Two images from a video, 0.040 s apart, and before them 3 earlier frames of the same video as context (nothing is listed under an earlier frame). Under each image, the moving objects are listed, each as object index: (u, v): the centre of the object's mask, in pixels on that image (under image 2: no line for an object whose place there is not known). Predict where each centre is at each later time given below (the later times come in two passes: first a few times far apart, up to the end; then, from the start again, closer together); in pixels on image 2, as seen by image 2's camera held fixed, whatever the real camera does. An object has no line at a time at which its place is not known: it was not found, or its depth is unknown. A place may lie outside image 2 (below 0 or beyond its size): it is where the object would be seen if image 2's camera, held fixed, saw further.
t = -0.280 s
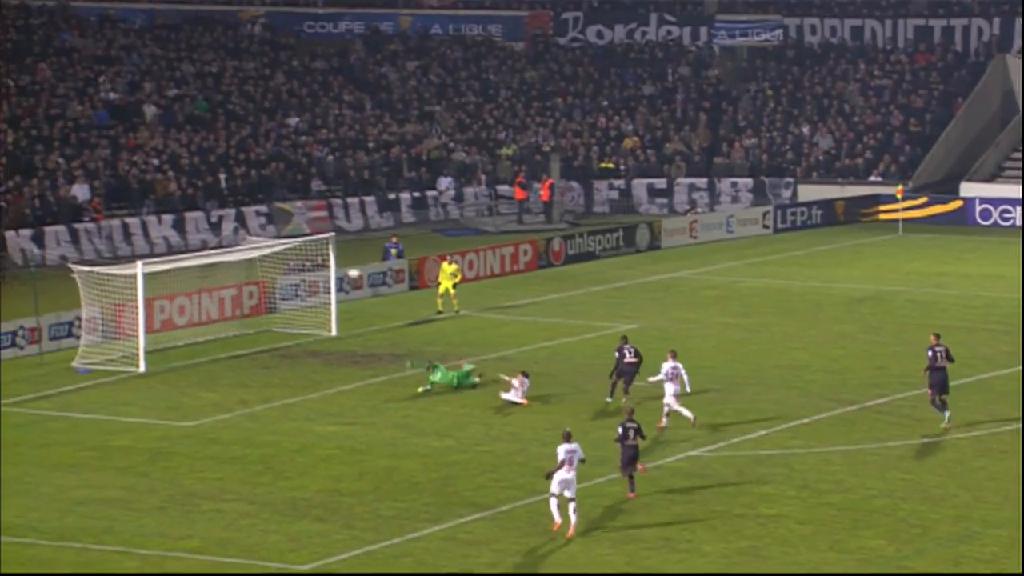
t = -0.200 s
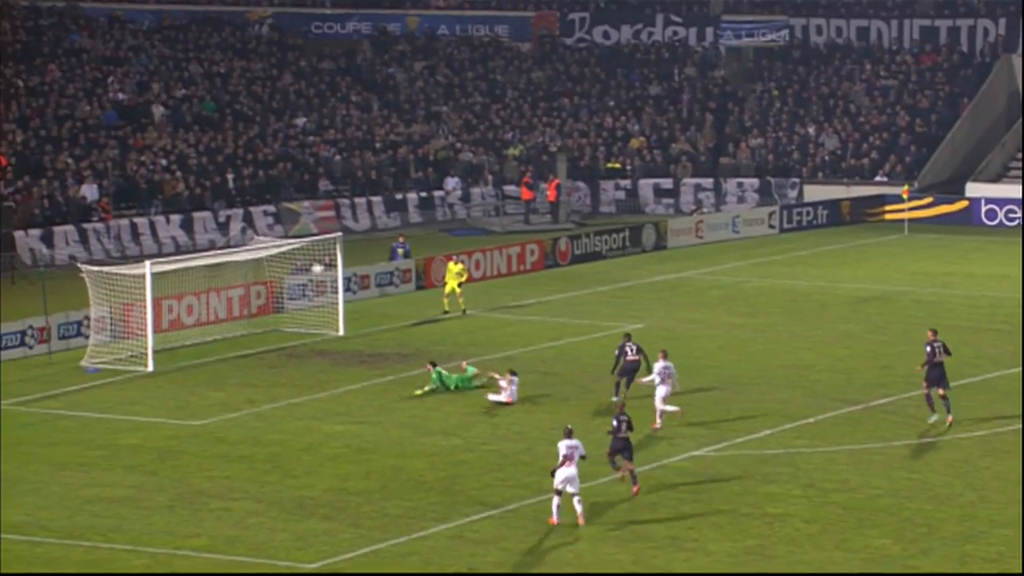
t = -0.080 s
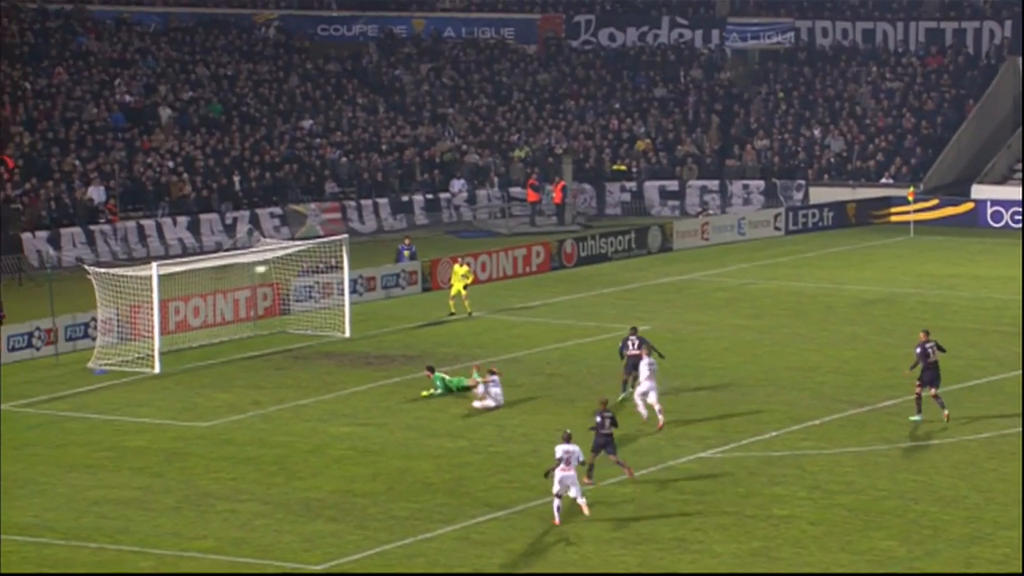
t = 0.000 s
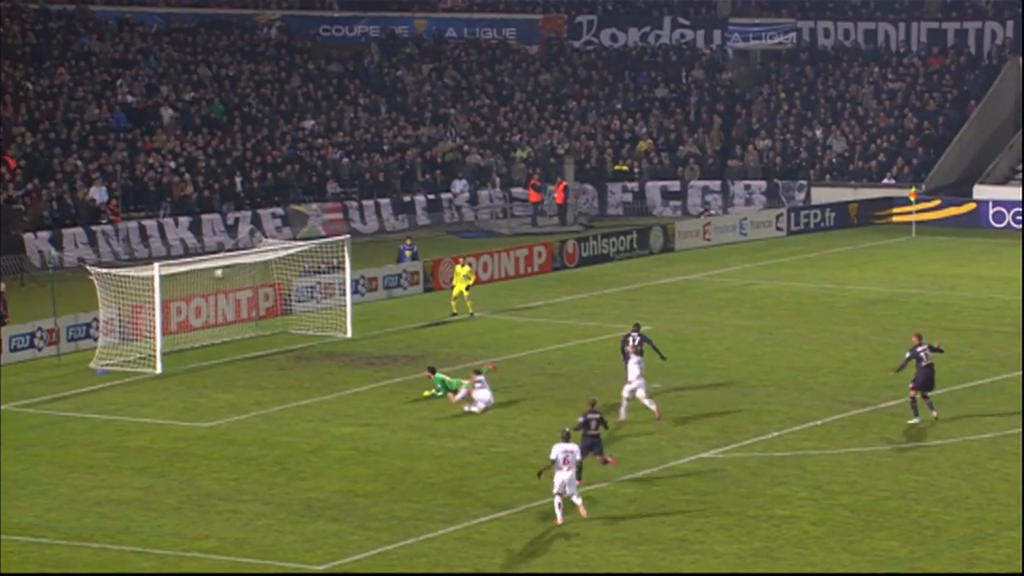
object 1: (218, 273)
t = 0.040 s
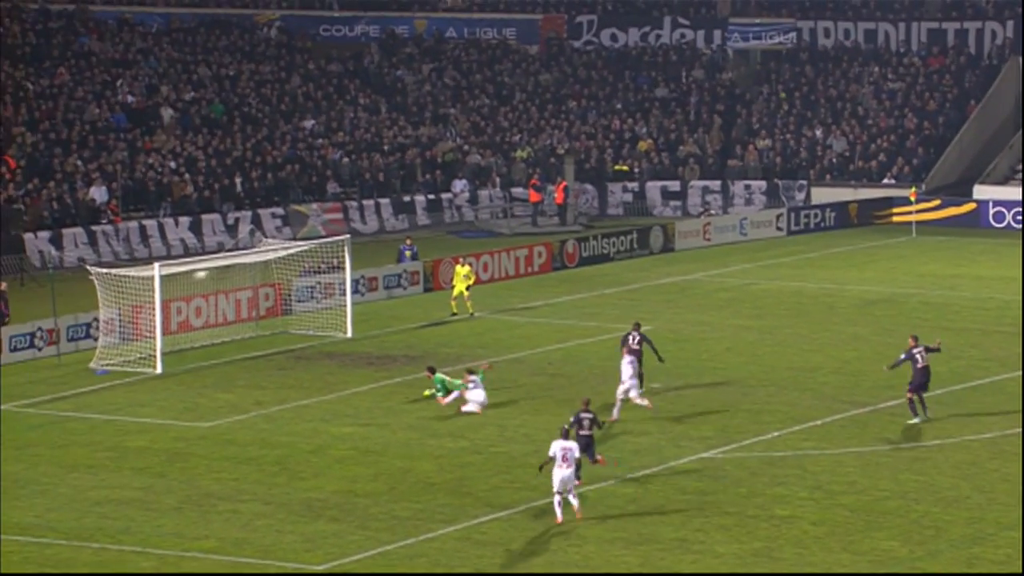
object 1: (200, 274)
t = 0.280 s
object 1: (135, 296)
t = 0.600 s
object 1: (154, 341)
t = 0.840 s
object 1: (182, 324)
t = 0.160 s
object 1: (142, 285)
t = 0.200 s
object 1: (136, 289)
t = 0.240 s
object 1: (135, 290)
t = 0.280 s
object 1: (135, 296)
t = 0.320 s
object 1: (136, 302)
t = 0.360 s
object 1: (138, 311)
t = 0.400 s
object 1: (141, 318)
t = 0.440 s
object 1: (143, 328)
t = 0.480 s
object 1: (146, 337)
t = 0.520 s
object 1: (149, 347)
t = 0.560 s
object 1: (151, 345)
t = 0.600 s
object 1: (154, 341)
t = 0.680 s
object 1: (166, 332)
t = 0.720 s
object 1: (170, 329)
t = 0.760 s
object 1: (174, 327)
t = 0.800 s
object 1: (178, 325)
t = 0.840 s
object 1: (182, 324)
